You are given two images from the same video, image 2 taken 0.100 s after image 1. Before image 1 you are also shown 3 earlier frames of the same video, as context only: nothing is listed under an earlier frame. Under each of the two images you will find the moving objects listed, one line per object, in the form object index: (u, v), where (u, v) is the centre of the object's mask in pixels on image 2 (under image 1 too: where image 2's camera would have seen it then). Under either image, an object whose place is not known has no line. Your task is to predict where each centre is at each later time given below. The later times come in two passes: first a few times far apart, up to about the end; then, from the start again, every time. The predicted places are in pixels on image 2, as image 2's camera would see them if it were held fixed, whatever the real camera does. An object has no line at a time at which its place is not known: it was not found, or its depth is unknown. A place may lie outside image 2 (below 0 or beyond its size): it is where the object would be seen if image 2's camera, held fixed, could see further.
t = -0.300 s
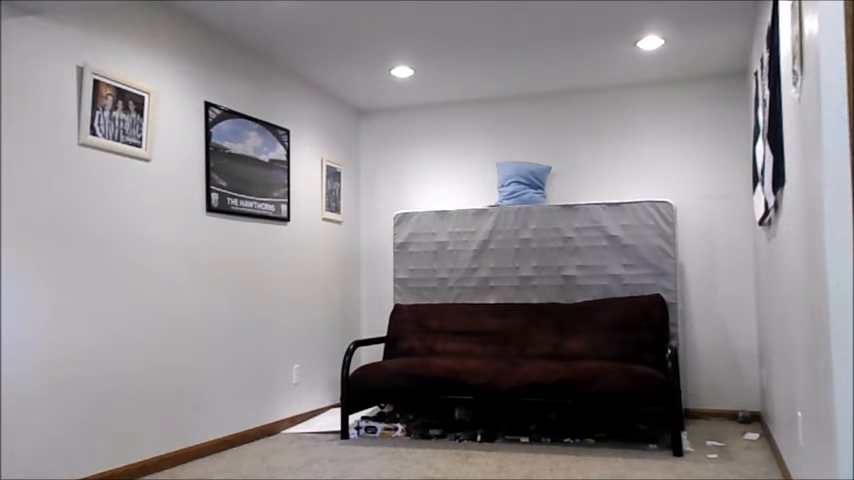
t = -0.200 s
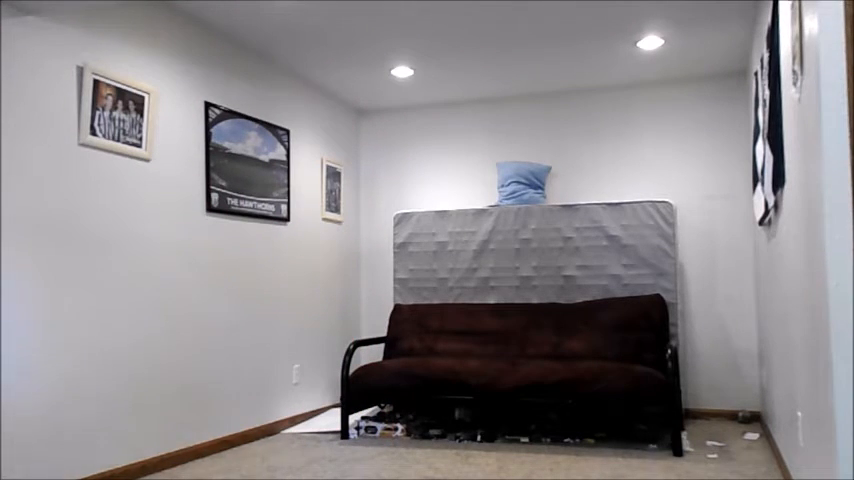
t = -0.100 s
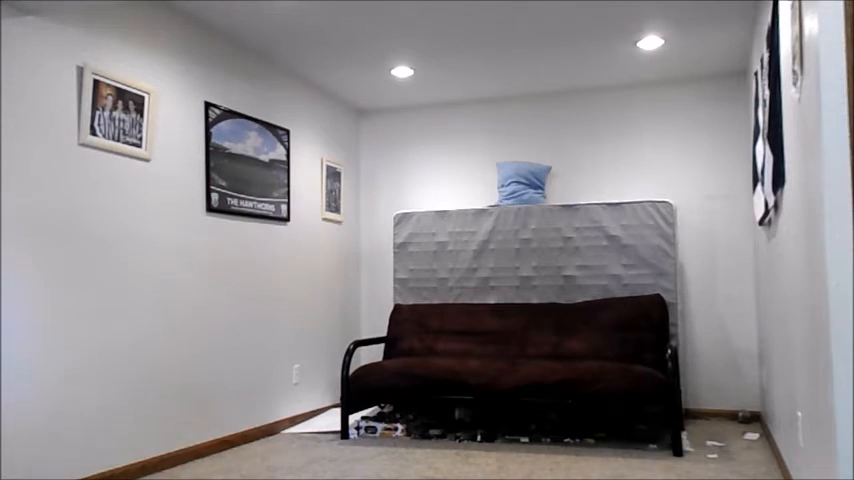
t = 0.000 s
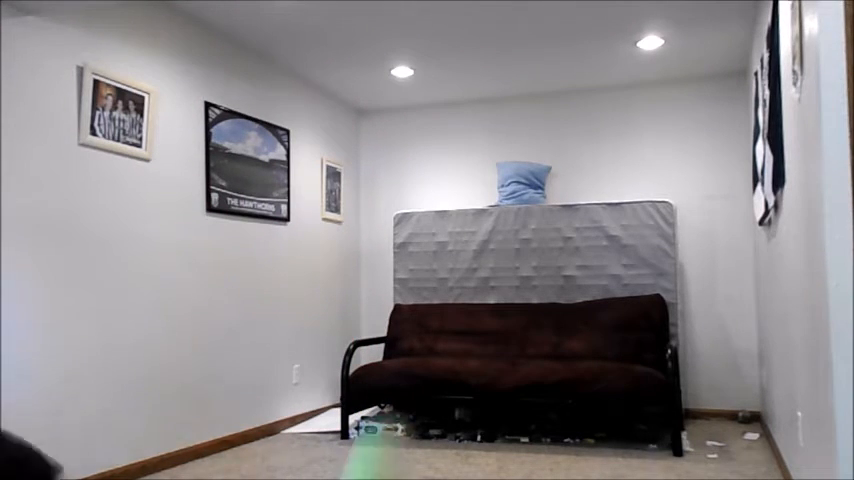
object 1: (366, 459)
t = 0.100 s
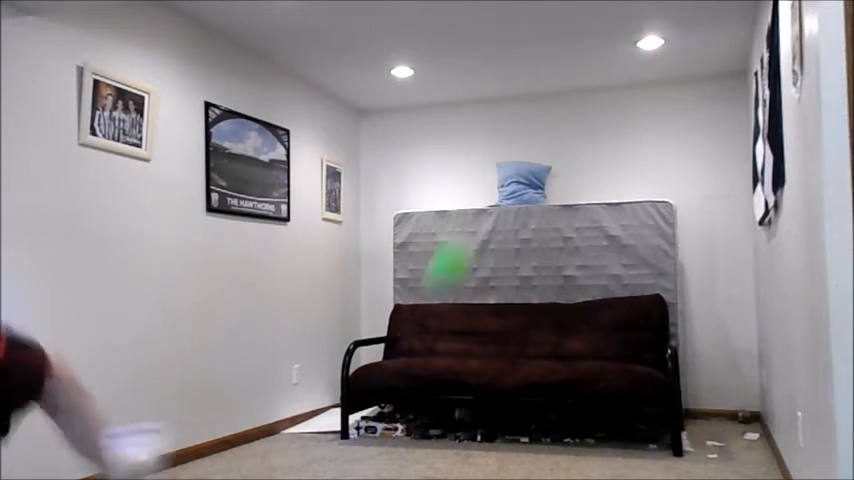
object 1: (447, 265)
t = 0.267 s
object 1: (505, 184)
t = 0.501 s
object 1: (537, 183)
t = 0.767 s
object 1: (559, 194)
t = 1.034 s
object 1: (583, 192)
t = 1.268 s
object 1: (601, 192)
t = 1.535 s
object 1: (614, 190)
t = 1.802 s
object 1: (621, 189)
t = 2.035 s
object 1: (624, 189)
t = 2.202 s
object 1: (625, 189)
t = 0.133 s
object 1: (465, 232)
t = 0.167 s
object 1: (478, 213)
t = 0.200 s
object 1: (489, 198)
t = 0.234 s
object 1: (497, 190)
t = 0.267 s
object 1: (505, 184)
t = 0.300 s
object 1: (512, 180)
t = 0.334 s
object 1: (518, 179)
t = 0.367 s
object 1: (524, 181)
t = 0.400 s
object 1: (530, 183)
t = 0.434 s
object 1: (533, 185)
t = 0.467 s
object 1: (535, 184)
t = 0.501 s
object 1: (537, 183)
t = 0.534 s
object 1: (539, 183)
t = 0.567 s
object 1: (542, 184)
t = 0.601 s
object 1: (544, 184)
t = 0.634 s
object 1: (546, 187)
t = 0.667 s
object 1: (549, 188)
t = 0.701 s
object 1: (550, 191)
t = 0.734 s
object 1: (555, 193)
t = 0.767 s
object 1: (559, 194)
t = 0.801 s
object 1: (561, 193)
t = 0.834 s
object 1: (564, 193)
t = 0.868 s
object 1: (568, 193)
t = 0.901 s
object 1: (571, 193)
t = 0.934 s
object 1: (574, 193)
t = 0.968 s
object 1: (577, 192)
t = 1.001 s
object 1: (580, 192)
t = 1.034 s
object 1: (583, 192)
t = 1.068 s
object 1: (585, 192)
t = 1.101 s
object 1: (588, 192)
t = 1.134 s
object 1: (591, 192)
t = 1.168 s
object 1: (594, 192)
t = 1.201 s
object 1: (596, 192)
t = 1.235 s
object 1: (598, 192)
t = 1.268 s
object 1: (601, 192)
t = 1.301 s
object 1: (603, 192)
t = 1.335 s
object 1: (605, 191)
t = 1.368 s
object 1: (607, 191)
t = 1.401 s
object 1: (609, 190)
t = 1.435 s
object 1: (610, 191)
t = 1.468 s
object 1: (612, 191)
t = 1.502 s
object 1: (613, 190)
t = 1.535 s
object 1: (614, 190)
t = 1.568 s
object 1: (615, 190)
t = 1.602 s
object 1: (616, 190)
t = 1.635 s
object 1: (617, 190)
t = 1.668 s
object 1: (618, 190)
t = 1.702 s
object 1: (619, 190)
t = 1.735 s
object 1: (620, 190)
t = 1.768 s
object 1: (620, 189)
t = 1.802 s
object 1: (621, 189)
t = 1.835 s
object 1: (622, 190)
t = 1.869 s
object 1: (622, 189)
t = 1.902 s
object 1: (623, 189)
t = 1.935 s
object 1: (623, 189)
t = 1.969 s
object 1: (624, 189)
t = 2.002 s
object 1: (624, 189)
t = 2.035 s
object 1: (624, 189)
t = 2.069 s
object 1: (625, 189)
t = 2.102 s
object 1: (625, 189)
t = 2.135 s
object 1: (625, 189)
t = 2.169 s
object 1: (625, 189)
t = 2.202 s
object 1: (625, 189)
